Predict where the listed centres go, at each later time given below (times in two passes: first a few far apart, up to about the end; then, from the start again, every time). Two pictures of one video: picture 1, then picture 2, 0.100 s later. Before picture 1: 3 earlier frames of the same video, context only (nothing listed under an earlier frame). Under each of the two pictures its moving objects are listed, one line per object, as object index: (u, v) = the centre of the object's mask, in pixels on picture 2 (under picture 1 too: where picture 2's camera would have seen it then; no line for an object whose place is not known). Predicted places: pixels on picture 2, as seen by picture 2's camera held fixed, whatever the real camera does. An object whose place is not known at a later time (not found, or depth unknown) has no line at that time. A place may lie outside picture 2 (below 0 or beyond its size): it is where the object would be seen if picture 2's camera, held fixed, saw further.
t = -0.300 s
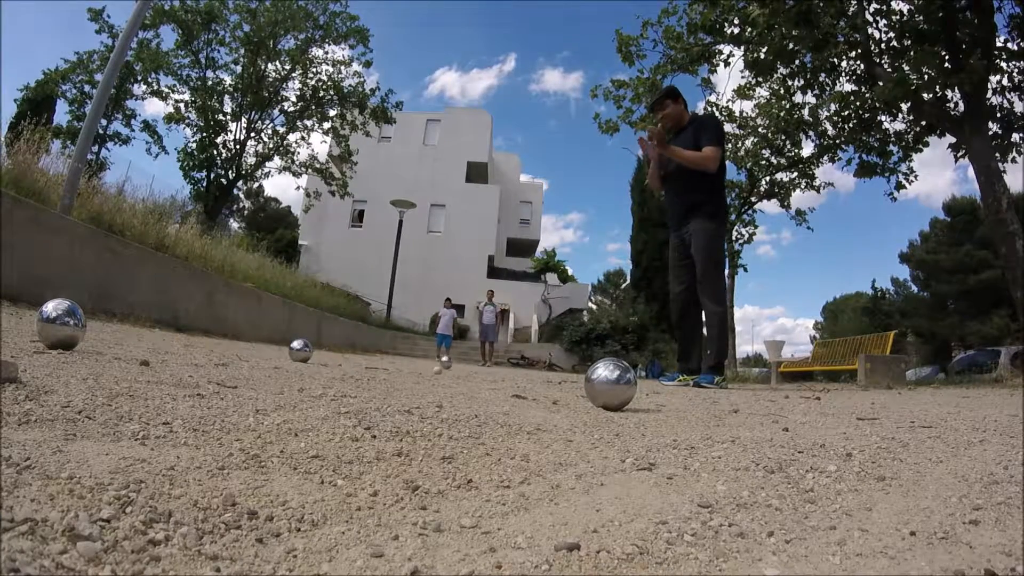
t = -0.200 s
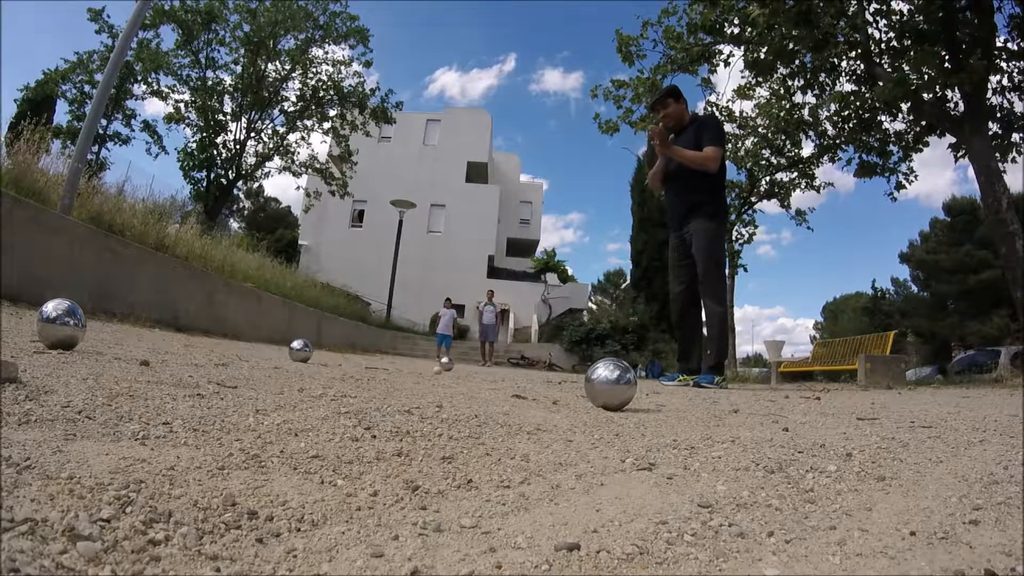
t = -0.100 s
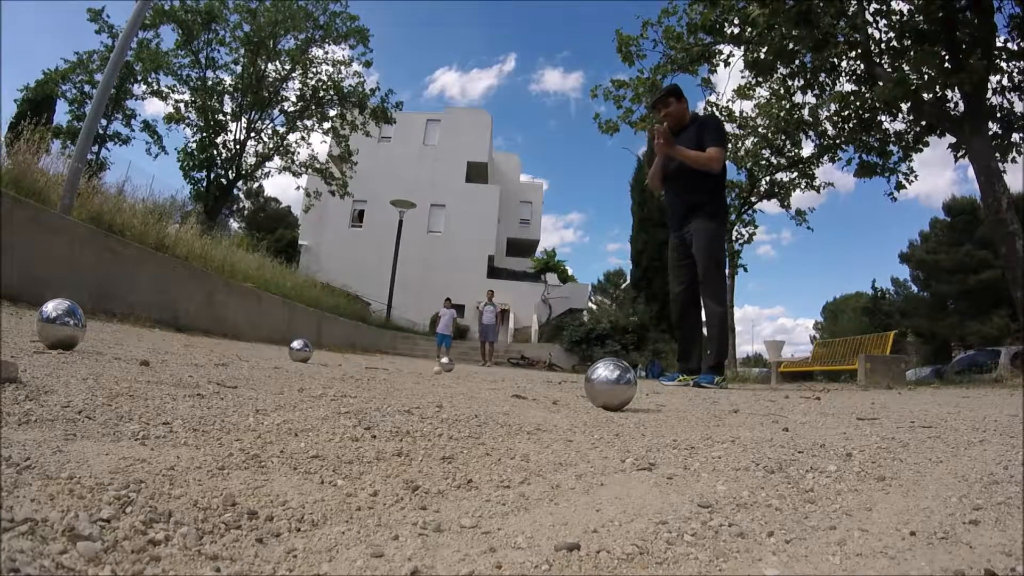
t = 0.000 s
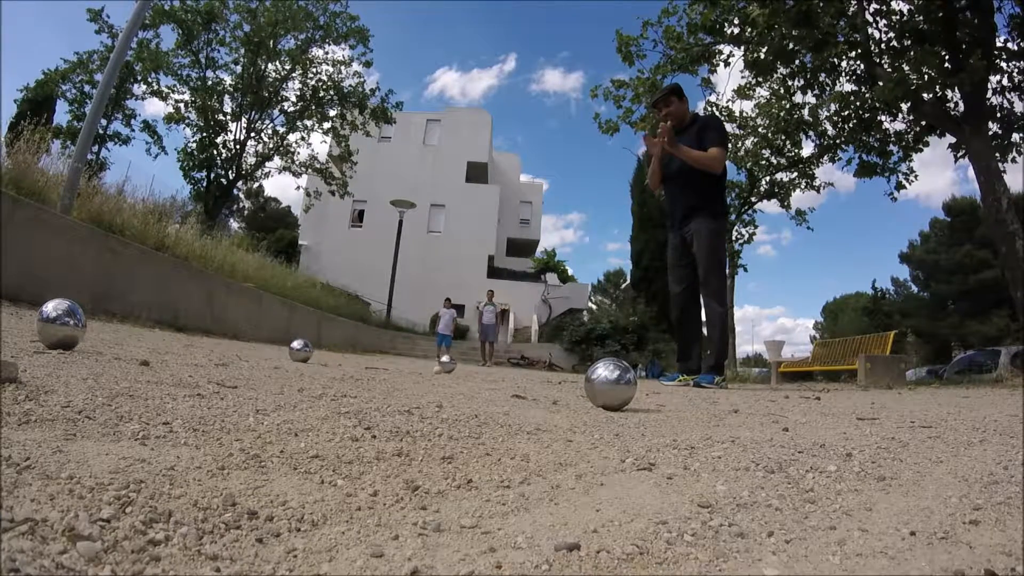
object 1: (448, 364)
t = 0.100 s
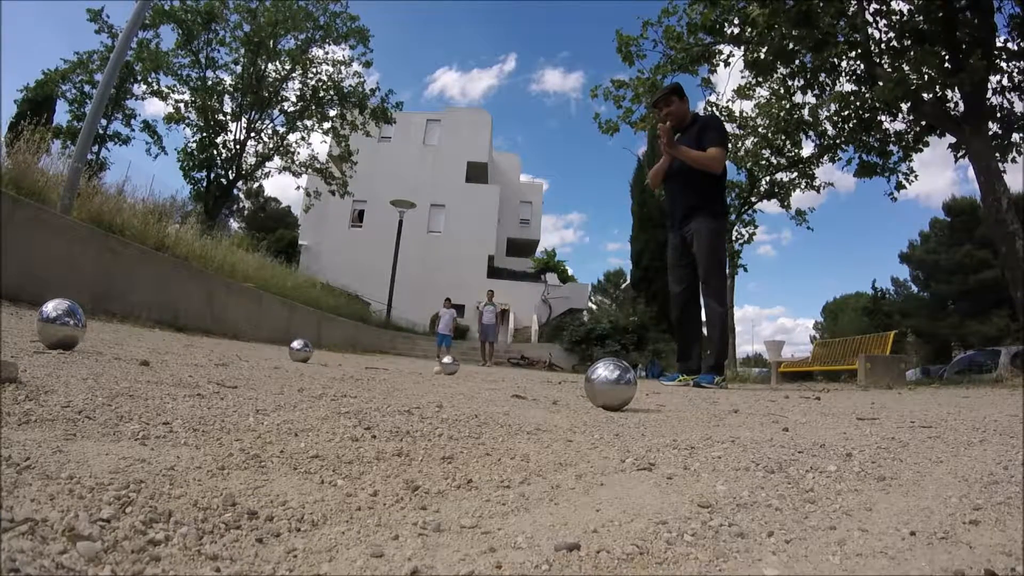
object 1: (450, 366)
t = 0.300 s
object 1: (460, 369)
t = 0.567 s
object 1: (479, 371)
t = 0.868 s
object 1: (547, 383)
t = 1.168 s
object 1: (928, 441)
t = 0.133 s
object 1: (450, 366)
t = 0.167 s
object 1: (452, 366)
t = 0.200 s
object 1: (455, 367)
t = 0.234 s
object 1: (458, 371)
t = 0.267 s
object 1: (458, 368)
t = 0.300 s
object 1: (460, 369)
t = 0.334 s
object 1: (461, 369)
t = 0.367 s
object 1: (462, 369)
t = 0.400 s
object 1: (464, 370)
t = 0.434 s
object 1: (467, 370)
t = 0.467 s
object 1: (468, 371)
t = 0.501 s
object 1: (471, 372)
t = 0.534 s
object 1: (475, 372)
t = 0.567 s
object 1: (479, 371)
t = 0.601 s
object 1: (484, 370)
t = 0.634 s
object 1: (489, 374)
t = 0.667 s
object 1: (494, 375)
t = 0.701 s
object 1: (501, 376)
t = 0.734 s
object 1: (507, 376)
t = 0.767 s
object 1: (514, 378)
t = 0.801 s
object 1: (523, 380)
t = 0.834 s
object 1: (534, 378)
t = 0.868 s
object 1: (547, 383)
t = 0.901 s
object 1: (564, 387)
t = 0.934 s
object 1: (582, 393)
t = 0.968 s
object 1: (605, 391)
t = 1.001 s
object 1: (631, 399)
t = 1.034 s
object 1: (666, 405)
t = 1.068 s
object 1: (710, 413)
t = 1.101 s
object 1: (765, 415)
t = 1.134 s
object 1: (841, 430)
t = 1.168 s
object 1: (928, 441)
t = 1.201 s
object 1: (954, 421)
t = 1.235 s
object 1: (965, 433)
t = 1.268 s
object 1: (976, 446)
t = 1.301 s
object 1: (989, 448)
